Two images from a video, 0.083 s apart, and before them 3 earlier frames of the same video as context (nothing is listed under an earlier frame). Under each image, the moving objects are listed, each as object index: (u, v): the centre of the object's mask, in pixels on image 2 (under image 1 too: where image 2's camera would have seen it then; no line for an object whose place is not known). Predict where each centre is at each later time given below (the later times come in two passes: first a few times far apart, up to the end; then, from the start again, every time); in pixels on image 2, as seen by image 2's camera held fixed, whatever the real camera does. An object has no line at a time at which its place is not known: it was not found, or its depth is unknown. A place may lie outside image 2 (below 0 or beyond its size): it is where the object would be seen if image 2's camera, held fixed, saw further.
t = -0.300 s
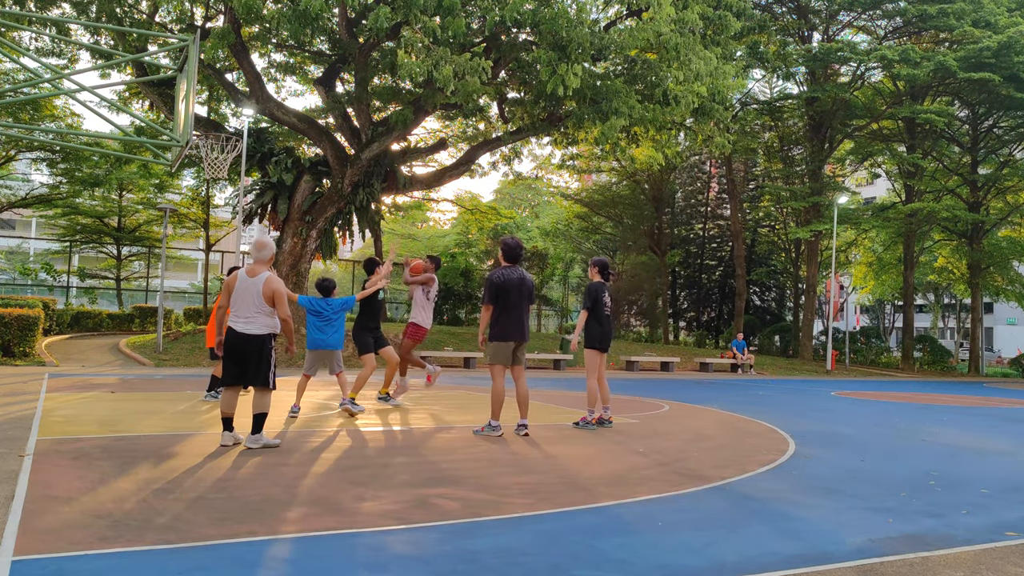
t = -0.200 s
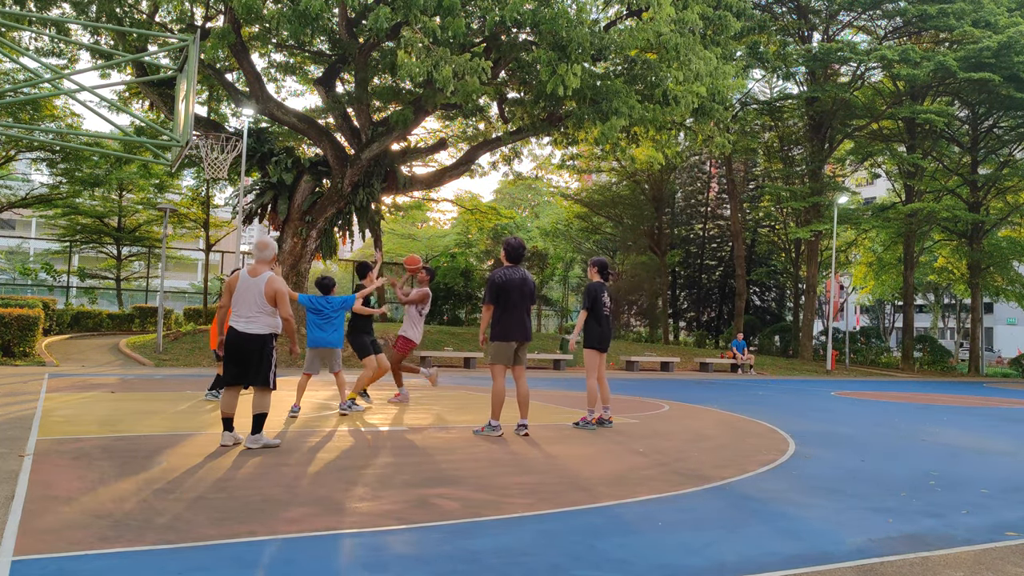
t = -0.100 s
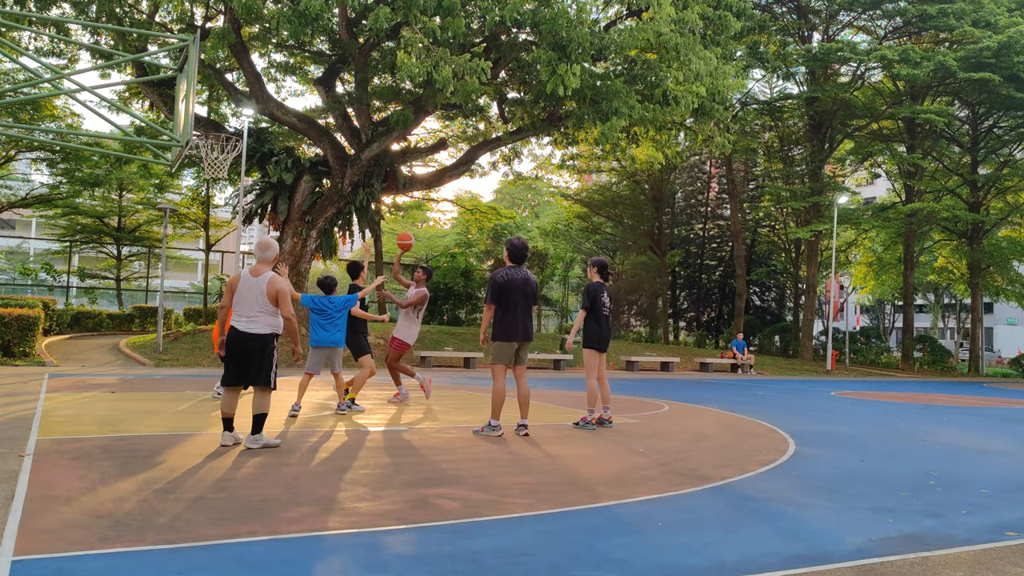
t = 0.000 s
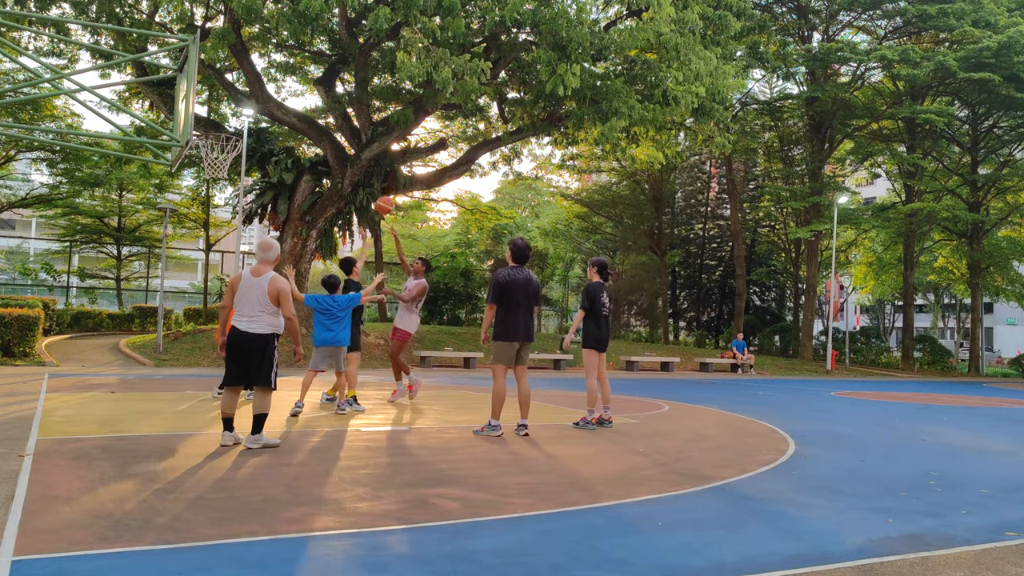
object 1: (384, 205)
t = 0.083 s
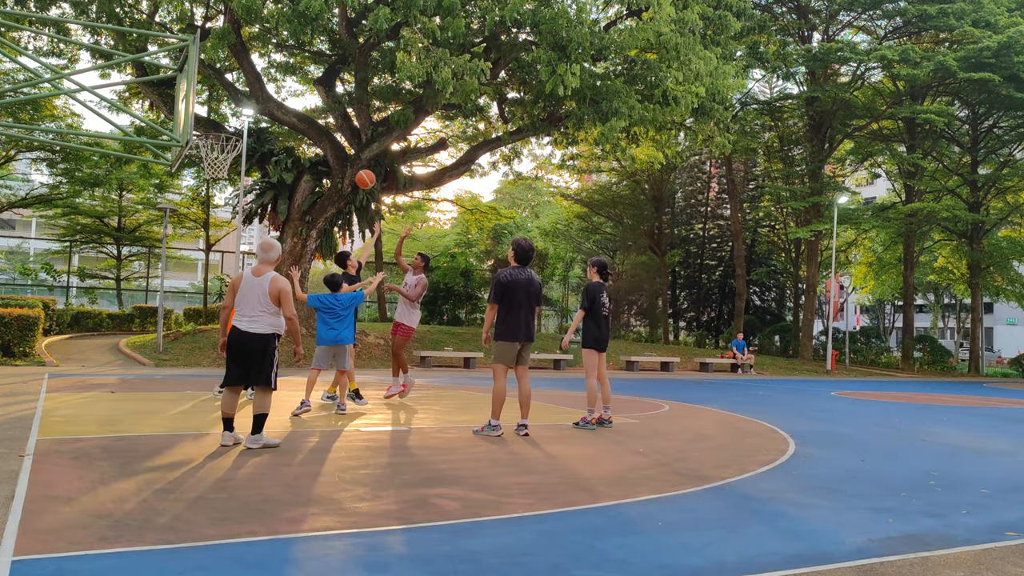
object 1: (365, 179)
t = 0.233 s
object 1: (328, 144)
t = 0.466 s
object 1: (266, 124)
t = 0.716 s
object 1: (213, 155)
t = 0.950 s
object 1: (227, 234)
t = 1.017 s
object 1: (229, 262)
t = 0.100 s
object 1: (361, 175)
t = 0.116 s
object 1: (357, 170)
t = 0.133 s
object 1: (353, 166)
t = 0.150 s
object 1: (349, 162)
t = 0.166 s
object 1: (345, 157)
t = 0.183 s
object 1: (340, 154)
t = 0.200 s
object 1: (336, 151)
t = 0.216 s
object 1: (332, 148)
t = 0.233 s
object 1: (328, 144)
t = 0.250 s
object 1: (324, 142)
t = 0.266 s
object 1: (320, 139)
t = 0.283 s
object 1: (316, 136)
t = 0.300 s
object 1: (311, 135)
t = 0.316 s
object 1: (307, 132)
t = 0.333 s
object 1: (302, 131)
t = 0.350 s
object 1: (298, 129)
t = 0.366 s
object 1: (293, 128)
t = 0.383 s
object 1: (289, 126)
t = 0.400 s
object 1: (285, 126)
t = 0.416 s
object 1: (280, 125)
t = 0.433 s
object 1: (275, 124)
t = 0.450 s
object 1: (271, 124)
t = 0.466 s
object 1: (266, 124)
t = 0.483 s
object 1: (262, 124)
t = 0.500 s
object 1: (257, 125)
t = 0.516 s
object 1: (252, 125)
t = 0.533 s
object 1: (247, 126)
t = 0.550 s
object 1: (242, 127)
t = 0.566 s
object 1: (238, 128)
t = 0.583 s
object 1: (232, 129)
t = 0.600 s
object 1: (228, 130)
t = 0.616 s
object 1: (222, 134)
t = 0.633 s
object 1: (217, 135)
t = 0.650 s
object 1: (213, 137)
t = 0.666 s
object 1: (210, 141)
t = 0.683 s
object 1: (210, 145)
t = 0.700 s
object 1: (212, 149)
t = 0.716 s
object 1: (213, 155)
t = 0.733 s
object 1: (213, 160)
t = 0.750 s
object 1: (215, 166)
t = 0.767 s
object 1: (216, 169)
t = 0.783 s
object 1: (217, 175)
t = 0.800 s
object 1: (219, 179)
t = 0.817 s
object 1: (220, 184)
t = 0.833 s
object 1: (220, 190)
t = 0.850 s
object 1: (221, 196)
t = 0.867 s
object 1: (222, 202)
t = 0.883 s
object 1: (224, 208)
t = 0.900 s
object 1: (224, 214)
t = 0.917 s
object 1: (225, 220)
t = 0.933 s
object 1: (226, 227)
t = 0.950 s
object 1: (227, 234)
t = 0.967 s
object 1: (228, 240)
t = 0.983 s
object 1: (229, 247)
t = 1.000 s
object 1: (229, 255)
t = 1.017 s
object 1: (229, 262)
